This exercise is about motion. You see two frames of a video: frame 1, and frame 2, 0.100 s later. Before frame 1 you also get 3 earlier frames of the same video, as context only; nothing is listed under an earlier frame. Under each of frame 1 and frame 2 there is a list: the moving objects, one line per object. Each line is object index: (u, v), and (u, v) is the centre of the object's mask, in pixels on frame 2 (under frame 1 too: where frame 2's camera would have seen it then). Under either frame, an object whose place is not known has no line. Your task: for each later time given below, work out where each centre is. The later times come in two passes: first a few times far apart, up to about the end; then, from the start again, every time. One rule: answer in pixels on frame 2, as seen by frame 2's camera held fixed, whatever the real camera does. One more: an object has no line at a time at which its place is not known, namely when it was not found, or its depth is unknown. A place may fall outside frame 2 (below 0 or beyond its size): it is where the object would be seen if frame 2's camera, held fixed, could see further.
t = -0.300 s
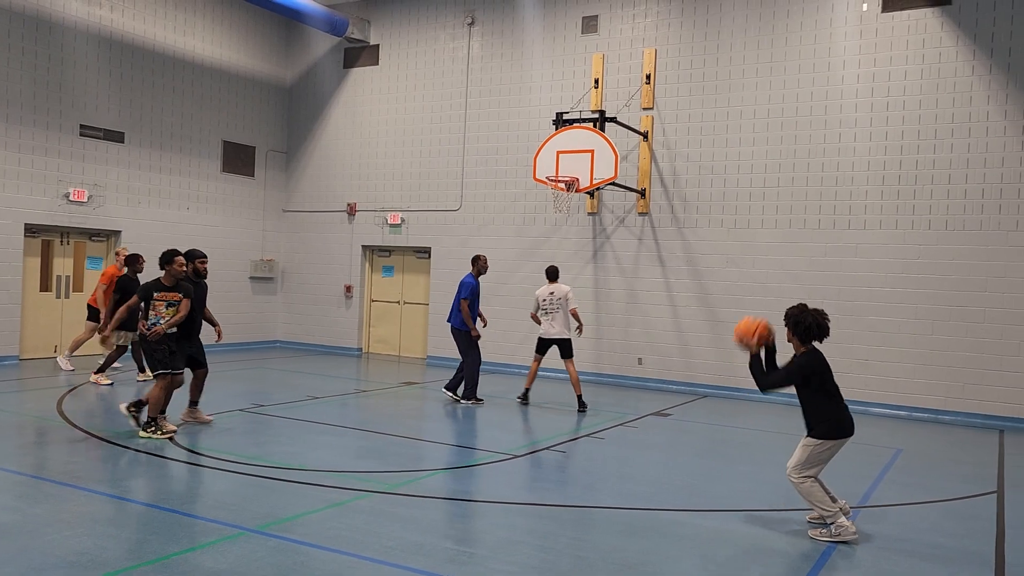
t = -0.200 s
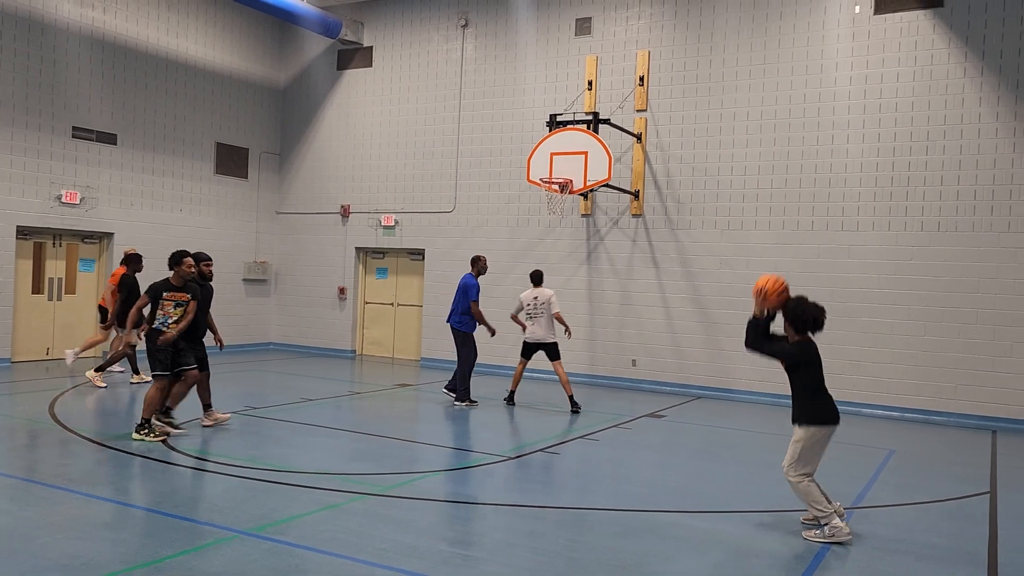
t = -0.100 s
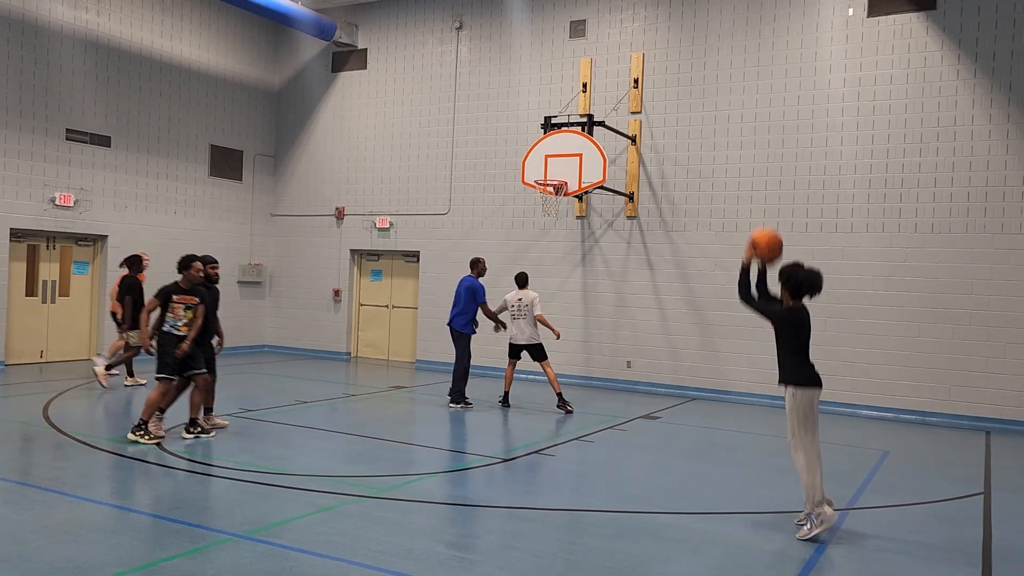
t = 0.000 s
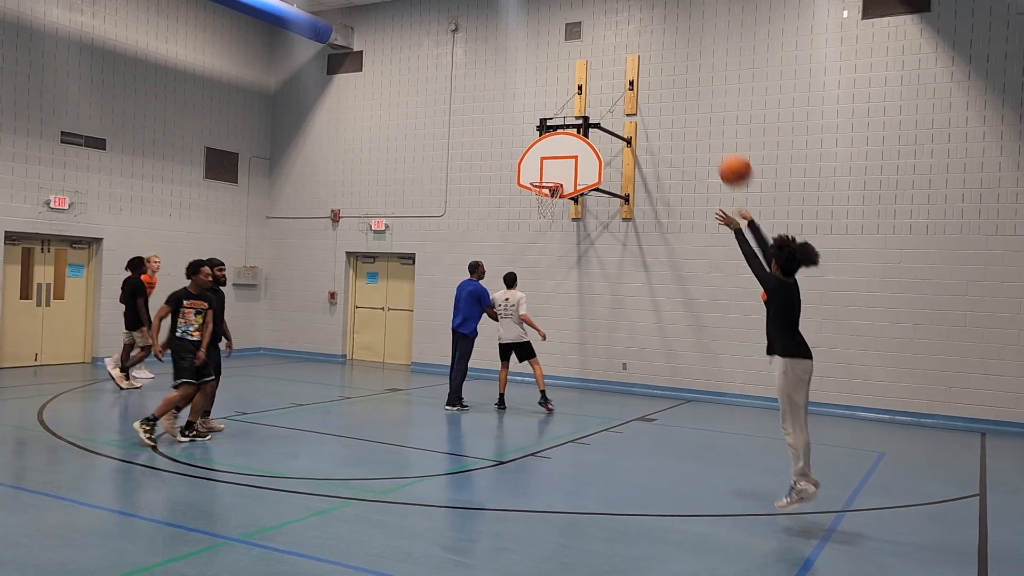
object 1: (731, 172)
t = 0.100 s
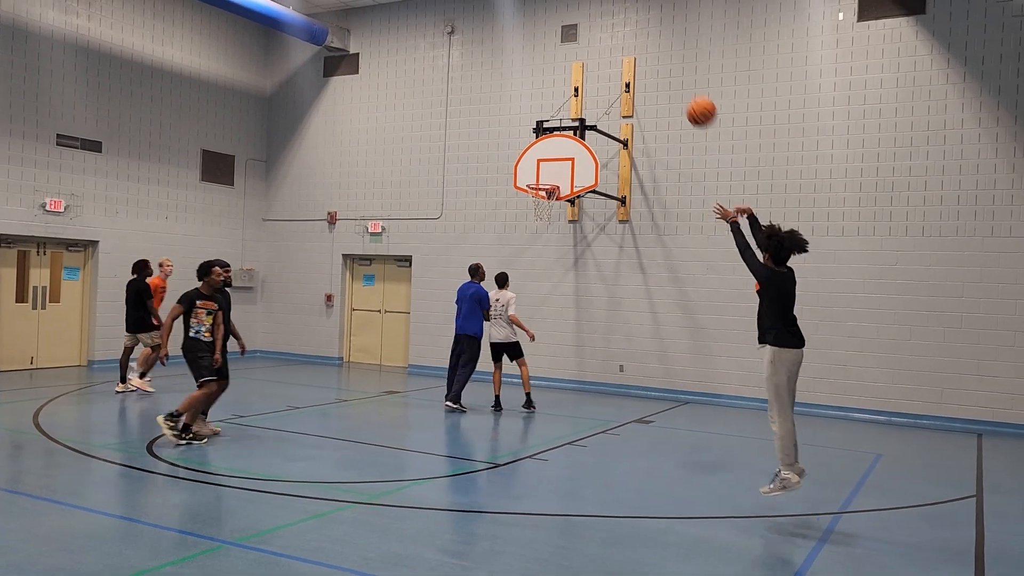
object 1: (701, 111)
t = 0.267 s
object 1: (659, 52)
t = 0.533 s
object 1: (606, 31)
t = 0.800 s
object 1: (566, 70)
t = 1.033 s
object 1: (538, 137)
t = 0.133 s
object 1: (692, 96)
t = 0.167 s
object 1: (683, 82)
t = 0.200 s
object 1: (674, 70)
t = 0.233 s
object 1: (667, 60)
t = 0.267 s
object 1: (659, 52)
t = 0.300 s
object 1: (651, 45)
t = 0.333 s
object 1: (644, 39)
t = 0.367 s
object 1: (637, 35)
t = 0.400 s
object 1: (631, 32)
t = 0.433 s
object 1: (624, 30)
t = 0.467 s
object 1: (618, 29)
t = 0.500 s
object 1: (612, 30)
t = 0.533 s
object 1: (606, 31)
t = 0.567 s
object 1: (601, 33)
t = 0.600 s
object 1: (595, 36)
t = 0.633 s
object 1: (590, 40)
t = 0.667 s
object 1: (585, 45)
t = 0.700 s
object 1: (580, 50)
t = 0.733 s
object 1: (575, 56)
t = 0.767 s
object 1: (571, 63)
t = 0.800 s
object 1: (566, 70)
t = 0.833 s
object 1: (562, 79)
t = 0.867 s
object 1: (558, 87)
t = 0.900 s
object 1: (554, 97)
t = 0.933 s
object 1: (550, 106)
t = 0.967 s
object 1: (546, 116)
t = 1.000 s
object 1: (542, 127)
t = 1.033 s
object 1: (538, 137)
